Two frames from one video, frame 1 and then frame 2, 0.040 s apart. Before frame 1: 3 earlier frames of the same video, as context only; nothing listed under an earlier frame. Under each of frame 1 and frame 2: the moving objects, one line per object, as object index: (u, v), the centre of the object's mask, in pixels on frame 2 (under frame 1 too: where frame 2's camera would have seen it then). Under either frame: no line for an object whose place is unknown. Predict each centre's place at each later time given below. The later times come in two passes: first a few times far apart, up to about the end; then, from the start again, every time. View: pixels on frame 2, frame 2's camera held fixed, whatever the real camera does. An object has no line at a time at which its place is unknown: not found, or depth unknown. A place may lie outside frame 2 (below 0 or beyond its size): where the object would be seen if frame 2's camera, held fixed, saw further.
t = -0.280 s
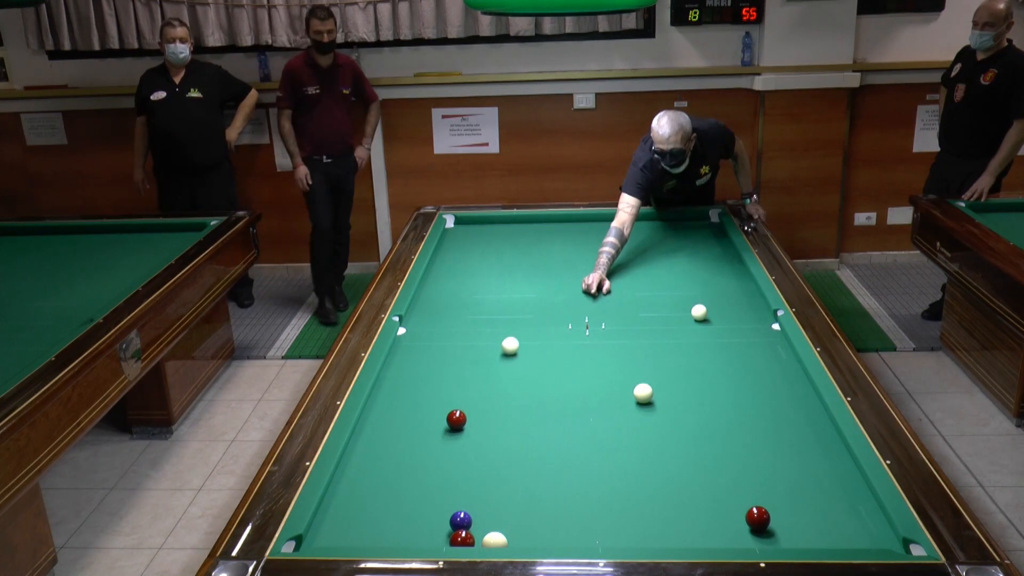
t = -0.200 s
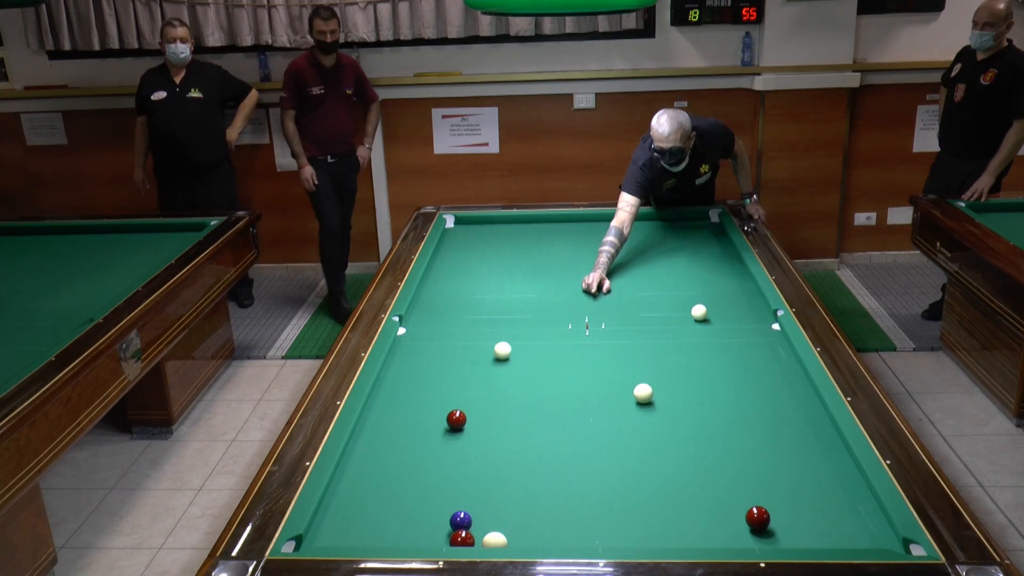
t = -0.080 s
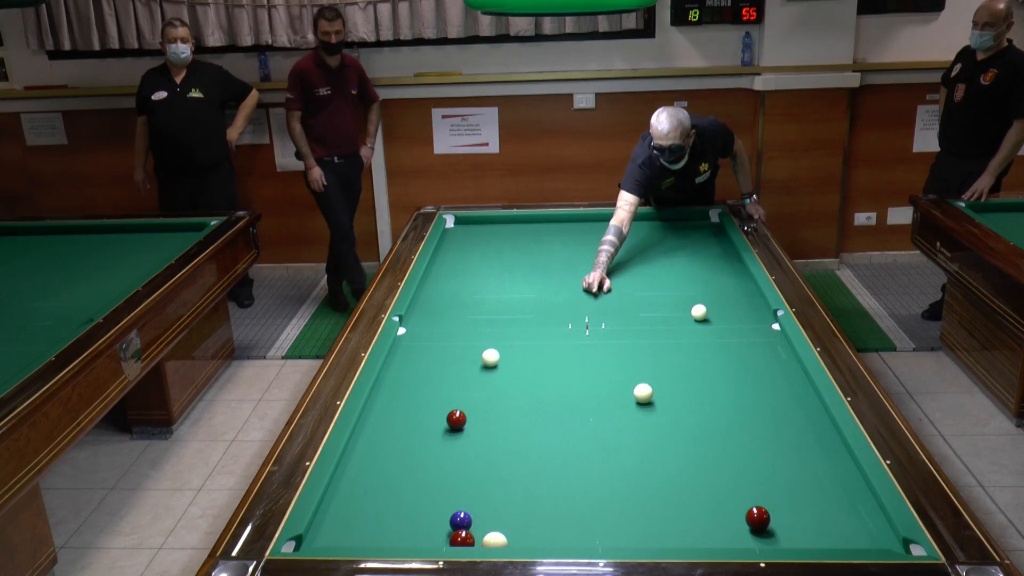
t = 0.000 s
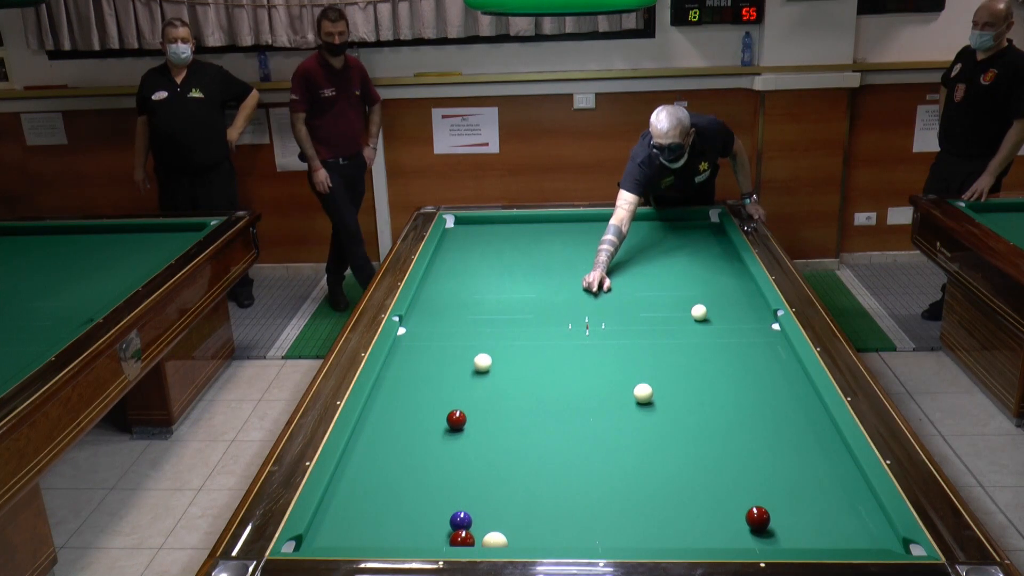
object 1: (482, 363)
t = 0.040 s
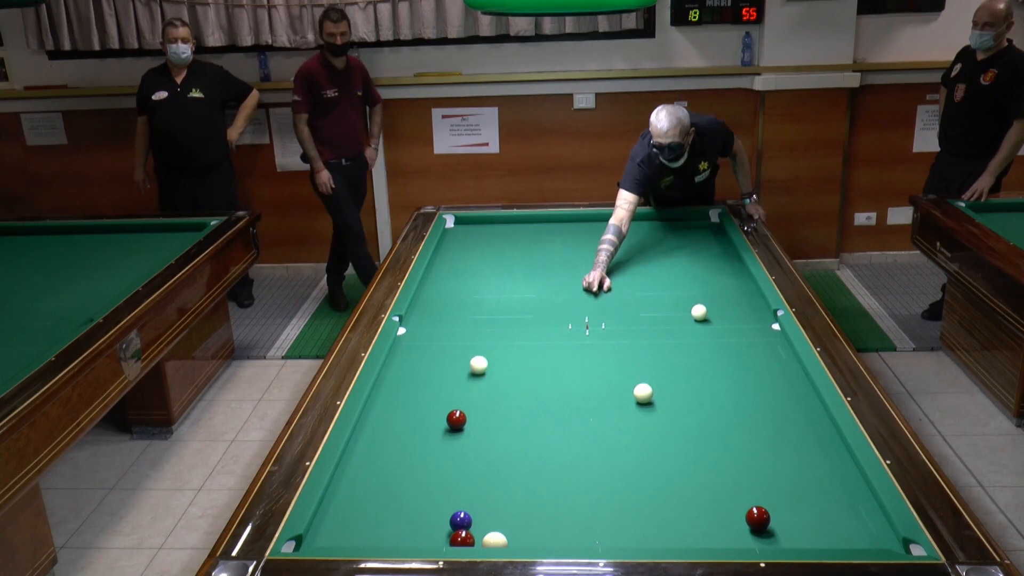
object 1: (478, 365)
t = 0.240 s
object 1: (457, 378)
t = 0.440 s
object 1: (436, 391)
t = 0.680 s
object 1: (409, 408)
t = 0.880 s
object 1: (386, 422)
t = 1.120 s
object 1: (361, 439)
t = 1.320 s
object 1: (365, 451)
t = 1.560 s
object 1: (370, 466)
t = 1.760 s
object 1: (373, 479)
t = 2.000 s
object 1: (378, 495)
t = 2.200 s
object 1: (383, 509)
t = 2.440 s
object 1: (388, 525)
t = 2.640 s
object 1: (393, 536)
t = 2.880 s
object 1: (402, 538)
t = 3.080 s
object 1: (411, 534)
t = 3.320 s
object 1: (421, 526)
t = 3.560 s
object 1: (431, 518)
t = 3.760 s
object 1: (438, 512)
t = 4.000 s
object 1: (446, 505)
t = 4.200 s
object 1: (453, 500)
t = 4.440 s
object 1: (460, 494)
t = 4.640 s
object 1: (465, 490)
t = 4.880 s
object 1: (471, 485)
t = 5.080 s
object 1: (475, 482)
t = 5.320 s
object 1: (480, 478)
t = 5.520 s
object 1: (483, 475)
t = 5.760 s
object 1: (487, 471)
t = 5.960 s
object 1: (490, 469)
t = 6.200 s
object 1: (492, 467)
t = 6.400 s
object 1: (494, 465)
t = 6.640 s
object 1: (496, 463)
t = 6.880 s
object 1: (497, 462)
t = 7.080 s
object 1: (499, 461)
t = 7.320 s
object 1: (499, 460)
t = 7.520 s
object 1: (499, 460)
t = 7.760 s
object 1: (499, 460)
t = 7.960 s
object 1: (499, 460)
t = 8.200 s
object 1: (499, 460)
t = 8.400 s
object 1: (499, 460)
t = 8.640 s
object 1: (499, 460)
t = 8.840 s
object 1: (499, 460)
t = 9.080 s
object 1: (499, 460)
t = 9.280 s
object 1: (499, 460)
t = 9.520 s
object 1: (499, 460)
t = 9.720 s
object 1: (499, 460)
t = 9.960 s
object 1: (499, 460)
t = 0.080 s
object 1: (474, 368)
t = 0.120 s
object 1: (470, 370)
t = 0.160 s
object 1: (466, 373)
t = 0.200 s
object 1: (462, 375)
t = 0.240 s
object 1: (457, 378)
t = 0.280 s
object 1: (453, 380)
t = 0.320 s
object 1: (449, 383)
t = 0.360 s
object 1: (445, 386)
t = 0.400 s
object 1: (440, 388)
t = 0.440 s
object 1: (436, 391)
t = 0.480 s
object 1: (432, 394)
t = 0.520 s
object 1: (427, 396)
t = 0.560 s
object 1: (423, 399)
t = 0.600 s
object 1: (418, 402)
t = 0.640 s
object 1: (413, 405)
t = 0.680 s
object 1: (409, 408)
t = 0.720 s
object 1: (404, 410)
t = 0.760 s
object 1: (400, 413)
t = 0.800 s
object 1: (395, 416)
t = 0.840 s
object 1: (390, 419)
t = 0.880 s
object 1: (386, 422)
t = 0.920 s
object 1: (381, 424)
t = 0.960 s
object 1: (376, 428)
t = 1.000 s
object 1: (372, 430)
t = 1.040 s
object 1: (367, 433)
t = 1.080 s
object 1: (362, 436)
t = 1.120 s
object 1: (361, 439)
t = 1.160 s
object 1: (362, 441)
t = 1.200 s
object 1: (363, 444)
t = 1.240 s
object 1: (364, 446)
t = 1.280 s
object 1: (364, 449)
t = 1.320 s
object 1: (365, 451)
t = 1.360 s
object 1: (366, 454)
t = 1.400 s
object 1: (366, 456)
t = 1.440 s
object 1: (367, 459)
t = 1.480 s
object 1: (368, 461)
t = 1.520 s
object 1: (369, 464)
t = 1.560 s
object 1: (370, 466)
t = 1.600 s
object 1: (370, 469)
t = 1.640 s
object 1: (371, 471)
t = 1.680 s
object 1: (372, 474)
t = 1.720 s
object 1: (373, 477)
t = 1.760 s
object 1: (373, 479)
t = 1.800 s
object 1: (374, 482)
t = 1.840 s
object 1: (375, 485)
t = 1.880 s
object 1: (376, 487)
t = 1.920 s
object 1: (377, 490)
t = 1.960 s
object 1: (378, 492)
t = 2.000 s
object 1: (378, 495)
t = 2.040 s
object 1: (379, 498)
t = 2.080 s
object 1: (380, 500)
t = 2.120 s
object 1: (381, 503)
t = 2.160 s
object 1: (382, 506)
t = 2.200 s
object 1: (383, 509)
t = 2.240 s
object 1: (384, 511)
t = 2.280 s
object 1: (384, 514)
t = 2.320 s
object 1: (385, 517)
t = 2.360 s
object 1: (386, 520)
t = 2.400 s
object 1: (387, 522)
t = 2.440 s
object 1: (388, 525)
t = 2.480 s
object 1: (389, 528)
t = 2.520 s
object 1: (390, 531)
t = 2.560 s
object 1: (391, 533)
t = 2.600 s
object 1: (392, 535)
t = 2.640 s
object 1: (393, 536)
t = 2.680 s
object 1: (394, 538)
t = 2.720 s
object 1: (395, 539)
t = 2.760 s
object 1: (396, 541)
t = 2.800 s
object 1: (398, 540)
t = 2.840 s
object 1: (400, 539)
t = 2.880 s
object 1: (402, 538)
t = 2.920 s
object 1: (404, 537)
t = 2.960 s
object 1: (405, 537)
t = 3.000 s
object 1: (407, 536)
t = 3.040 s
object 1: (409, 535)
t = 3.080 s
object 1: (411, 534)
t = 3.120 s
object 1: (413, 533)
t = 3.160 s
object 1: (415, 532)
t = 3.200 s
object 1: (416, 530)
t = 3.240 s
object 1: (418, 529)
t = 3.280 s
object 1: (420, 527)
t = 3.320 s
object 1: (421, 526)
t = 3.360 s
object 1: (423, 525)
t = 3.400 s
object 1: (425, 523)
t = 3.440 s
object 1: (426, 522)
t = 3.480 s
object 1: (428, 521)
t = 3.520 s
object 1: (430, 519)
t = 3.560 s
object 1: (431, 518)
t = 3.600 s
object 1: (433, 517)
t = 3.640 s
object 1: (434, 516)
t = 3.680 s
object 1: (436, 514)
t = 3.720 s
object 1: (437, 513)
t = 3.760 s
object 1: (438, 512)
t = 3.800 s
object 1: (440, 511)
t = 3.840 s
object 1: (441, 510)
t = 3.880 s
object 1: (442, 508)
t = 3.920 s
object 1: (444, 507)
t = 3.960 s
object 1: (445, 506)
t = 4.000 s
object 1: (446, 505)
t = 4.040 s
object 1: (448, 504)
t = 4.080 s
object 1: (449, 503)
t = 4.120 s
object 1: (450, 502)
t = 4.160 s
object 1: (452, 501)
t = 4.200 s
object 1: (453, 500)
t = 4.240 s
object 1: (454, 499)
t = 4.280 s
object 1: (455, 498)
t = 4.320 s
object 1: (457, 497)
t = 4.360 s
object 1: (458, 496)
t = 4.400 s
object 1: (459, 495)
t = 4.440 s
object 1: (460, 494)
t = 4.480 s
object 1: (461, 493)
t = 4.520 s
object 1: (462, 493)
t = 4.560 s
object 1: (463, 492)
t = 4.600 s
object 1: (464, 491)
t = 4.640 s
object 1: (465, 490)
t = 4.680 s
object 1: (466, 489)
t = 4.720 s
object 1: (467, 488)
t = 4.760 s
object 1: (468, 488)
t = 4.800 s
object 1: (469, 487)
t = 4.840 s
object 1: (470, 486)
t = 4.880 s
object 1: (471, 485)
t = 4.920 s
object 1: (472, 484)
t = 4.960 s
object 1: (473, 484)
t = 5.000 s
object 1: (474, 483)
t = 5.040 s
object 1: (474, 482)
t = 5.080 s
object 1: (475, 482)
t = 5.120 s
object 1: (476, 481)
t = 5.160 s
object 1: (477, 480)
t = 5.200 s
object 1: (478, 480)
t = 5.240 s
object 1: (478, 479)
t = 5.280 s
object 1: (479, 478)
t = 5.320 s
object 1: (480, 478)
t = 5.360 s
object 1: (481, 477)
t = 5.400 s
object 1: (481, 476)
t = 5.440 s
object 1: (482, 476)
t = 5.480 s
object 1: (483, 475)
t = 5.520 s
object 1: (483, 475)
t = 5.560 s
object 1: (484, 474)
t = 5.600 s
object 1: (484, 473)
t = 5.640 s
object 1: (485, 473)
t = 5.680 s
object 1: (486, 473)
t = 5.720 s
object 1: (486, 472)
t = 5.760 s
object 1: (487, 471)
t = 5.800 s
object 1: (488, 471)
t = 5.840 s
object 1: (488, 470)
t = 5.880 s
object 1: (489, 470)
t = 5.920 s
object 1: (489, 470)
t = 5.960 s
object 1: (490, 469)
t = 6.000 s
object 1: (490, 469)
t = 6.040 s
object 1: (491, 468)
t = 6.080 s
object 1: (491, 468)
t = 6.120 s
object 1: (492, 467)
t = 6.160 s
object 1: (492, 467)
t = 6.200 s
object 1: (492, 467)
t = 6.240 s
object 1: (493, 466)
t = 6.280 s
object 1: (493, 466)
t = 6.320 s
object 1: (493, 466)
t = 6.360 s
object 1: (494, 465)
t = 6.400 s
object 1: (494, 465)
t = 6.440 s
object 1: (494, 465)
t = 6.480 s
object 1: (494, 464)
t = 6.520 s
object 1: (495, 464)
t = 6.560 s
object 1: (495, 464)
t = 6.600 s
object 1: (495, 463)
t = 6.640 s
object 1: (496, 463)
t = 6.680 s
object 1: (496, 463)
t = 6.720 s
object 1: (496, 463)
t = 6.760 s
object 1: (496, 463)
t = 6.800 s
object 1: (497, 462)
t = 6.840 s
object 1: (497, 462)
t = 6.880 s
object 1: (497, 462)
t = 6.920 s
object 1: (498, 462)
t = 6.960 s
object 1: (498, 462)
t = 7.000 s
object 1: (498, 461)
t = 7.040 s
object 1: (498, 461)
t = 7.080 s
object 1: (499, 461)
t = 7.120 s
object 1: (499, 461)
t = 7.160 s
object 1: (499, 461)
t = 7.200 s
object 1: (499, 461)
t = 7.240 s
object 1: (499, 460)
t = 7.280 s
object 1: (499, 460)
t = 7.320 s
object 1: (499, 460)
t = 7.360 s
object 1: (499, 460)
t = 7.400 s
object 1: (499, 460)
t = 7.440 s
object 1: (499, 460)
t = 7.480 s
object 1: (499, 460)
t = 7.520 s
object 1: (499, 460)
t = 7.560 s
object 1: (499, 460)
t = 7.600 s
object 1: (499, 460)
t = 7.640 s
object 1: (499, 460)
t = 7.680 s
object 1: (499, 460)
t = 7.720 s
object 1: (499, 460)
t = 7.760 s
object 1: (499, 460)
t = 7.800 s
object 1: (499, 460)
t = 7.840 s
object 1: (499, 460)
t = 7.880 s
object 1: (499, 460)
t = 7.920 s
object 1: (499, 460)
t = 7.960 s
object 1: (499, 460)
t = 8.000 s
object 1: (499, 460)
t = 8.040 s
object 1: (499, 460)
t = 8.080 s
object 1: (499, 460)
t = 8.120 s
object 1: (499, 460)
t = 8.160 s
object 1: (499, 460)
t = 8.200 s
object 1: (499, 460)
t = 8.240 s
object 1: (499, 460)
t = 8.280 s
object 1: (499, 460)
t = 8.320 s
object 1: (499, 460)
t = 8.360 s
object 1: (499, 460)
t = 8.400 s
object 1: (499, 460)
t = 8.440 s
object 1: (499, 460)
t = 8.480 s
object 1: (499, 460)
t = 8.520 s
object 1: (499, 460)
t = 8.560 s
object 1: (499, 460)
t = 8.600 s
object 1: (499, 460)
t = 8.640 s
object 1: (499, 460)
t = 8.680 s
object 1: (499, 460)
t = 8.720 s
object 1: (499, 460)
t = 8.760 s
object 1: (499, 460)
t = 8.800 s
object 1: (499, 460)
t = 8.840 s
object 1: (499, 460)
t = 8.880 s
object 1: (499, 460)
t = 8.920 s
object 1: (499, 460)
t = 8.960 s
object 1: (499, 460)
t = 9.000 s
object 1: (499, 460)
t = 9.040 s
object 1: (499, 460)
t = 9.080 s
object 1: (499, 460)
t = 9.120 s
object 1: (499, 460)
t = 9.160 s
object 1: (499, 460)
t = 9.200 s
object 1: (499, 460)
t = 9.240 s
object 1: (499, 460)
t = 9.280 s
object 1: (499, 460)
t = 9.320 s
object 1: (499, 460)
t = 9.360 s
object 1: (499, 460)
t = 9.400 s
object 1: (499, 460)
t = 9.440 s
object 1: (499, 460)
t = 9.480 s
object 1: (499, 460)
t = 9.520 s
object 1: (499, 460)
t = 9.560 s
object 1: (499, 460)
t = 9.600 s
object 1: (499, 460)
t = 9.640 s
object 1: (499, 460)
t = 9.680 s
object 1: (499, 460)
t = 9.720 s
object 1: (499, 460)
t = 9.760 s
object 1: (499, 460)
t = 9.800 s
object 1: (499, 460)
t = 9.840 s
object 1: (499, 460)
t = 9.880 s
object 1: (499, 460)
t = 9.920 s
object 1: (499, 460)
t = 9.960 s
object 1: (499, 460)
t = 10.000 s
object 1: (499, 460)
